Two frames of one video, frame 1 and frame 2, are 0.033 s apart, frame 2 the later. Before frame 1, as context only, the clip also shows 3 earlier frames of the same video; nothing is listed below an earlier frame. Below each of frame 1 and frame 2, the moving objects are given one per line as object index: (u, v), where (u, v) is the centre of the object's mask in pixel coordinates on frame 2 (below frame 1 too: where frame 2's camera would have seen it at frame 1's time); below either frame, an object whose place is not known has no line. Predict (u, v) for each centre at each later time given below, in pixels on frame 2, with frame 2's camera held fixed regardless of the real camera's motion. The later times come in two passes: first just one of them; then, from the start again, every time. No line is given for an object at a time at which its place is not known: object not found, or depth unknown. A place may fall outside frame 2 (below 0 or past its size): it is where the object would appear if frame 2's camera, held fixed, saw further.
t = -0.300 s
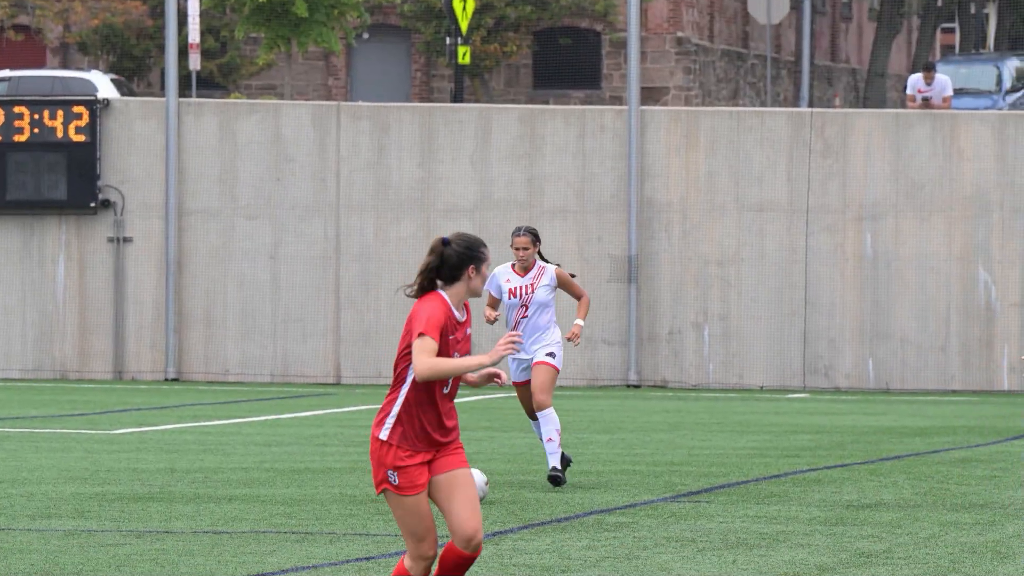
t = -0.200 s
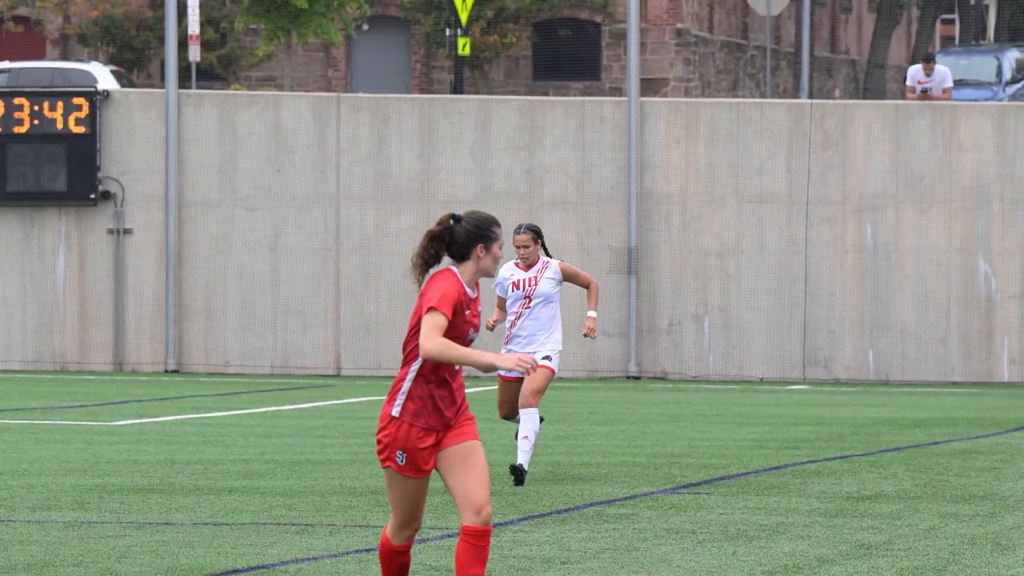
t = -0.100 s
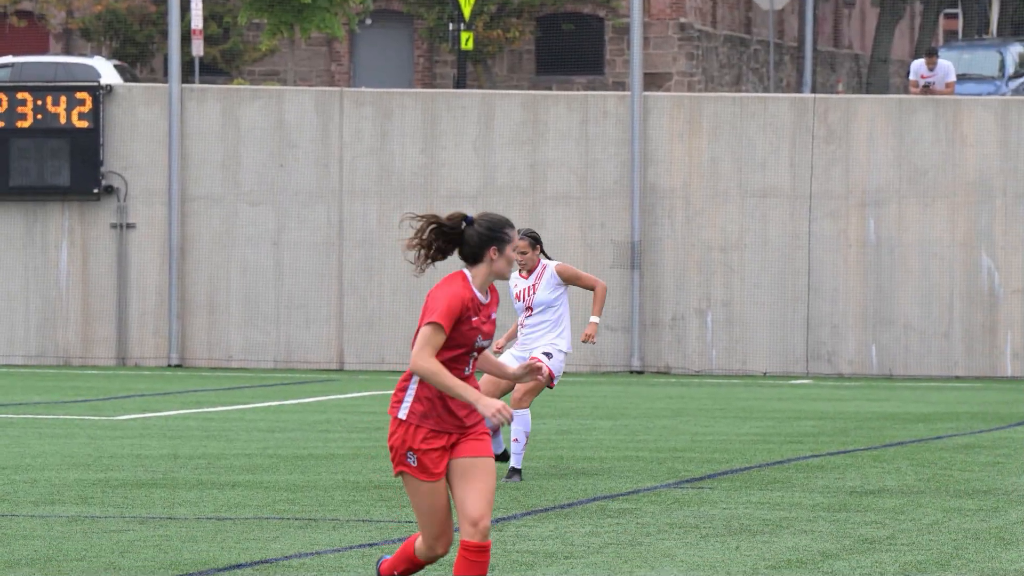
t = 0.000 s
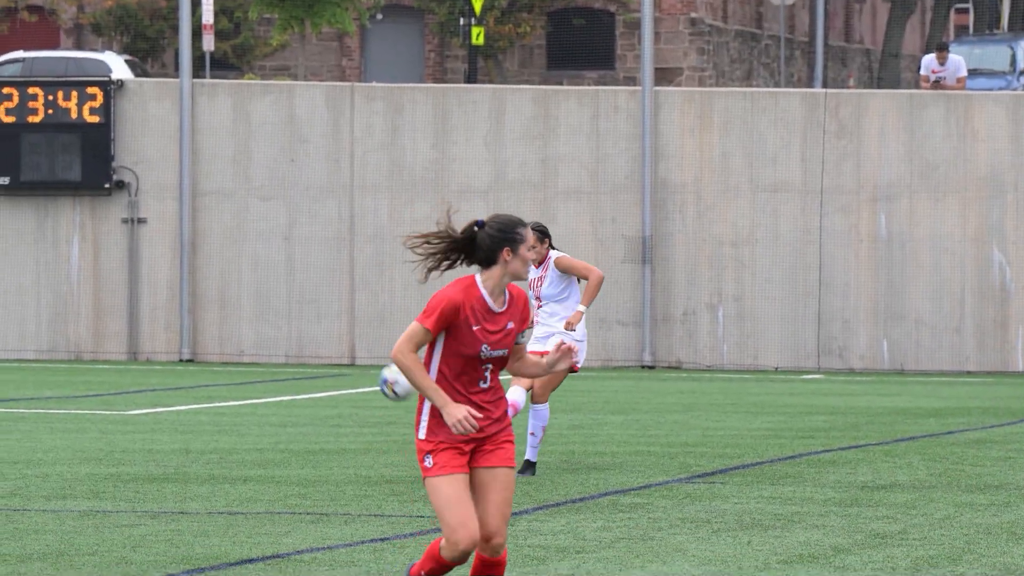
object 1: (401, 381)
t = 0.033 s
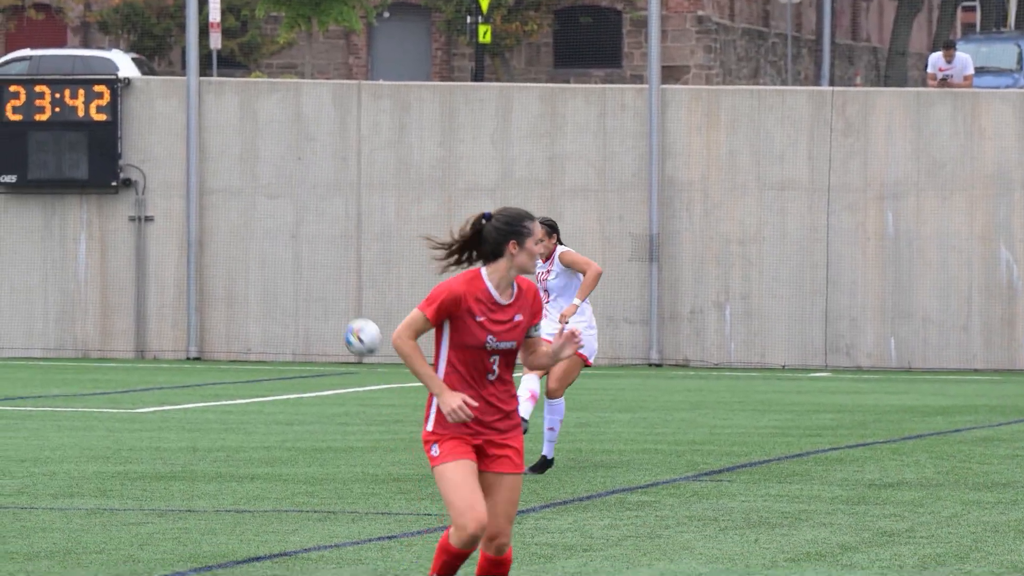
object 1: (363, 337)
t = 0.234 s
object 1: (83, 68)
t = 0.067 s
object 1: (320, 294)
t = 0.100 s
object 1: (276, 249)
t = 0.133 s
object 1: (231, 205)
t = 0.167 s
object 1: (183, 160)
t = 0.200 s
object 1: (134, 114)
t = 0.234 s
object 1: (83, 68)
